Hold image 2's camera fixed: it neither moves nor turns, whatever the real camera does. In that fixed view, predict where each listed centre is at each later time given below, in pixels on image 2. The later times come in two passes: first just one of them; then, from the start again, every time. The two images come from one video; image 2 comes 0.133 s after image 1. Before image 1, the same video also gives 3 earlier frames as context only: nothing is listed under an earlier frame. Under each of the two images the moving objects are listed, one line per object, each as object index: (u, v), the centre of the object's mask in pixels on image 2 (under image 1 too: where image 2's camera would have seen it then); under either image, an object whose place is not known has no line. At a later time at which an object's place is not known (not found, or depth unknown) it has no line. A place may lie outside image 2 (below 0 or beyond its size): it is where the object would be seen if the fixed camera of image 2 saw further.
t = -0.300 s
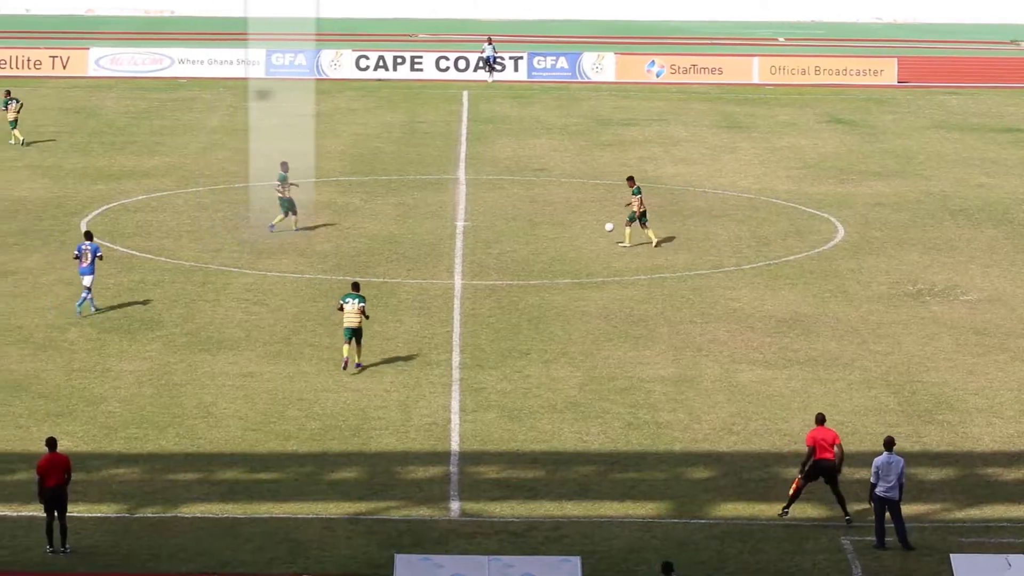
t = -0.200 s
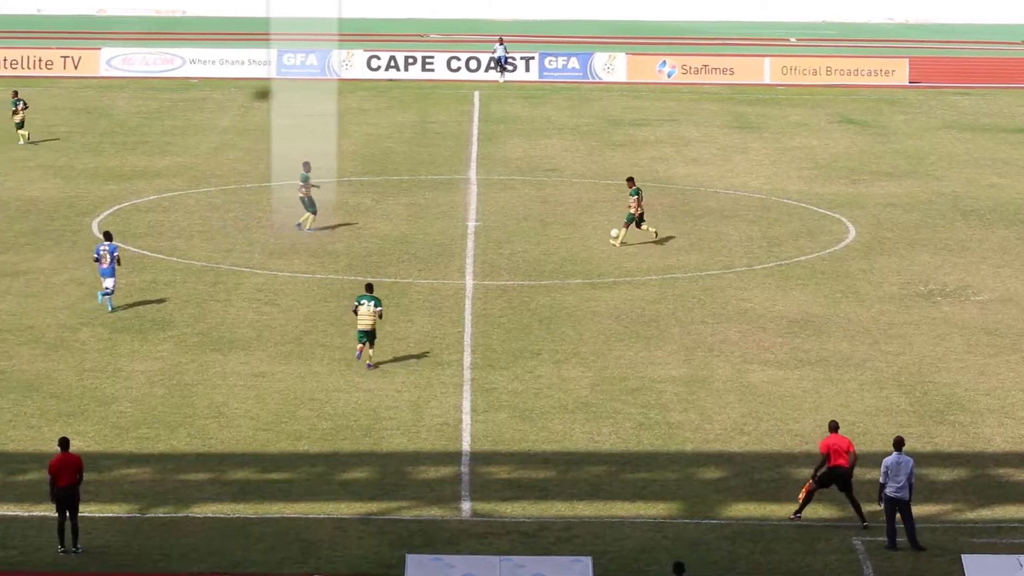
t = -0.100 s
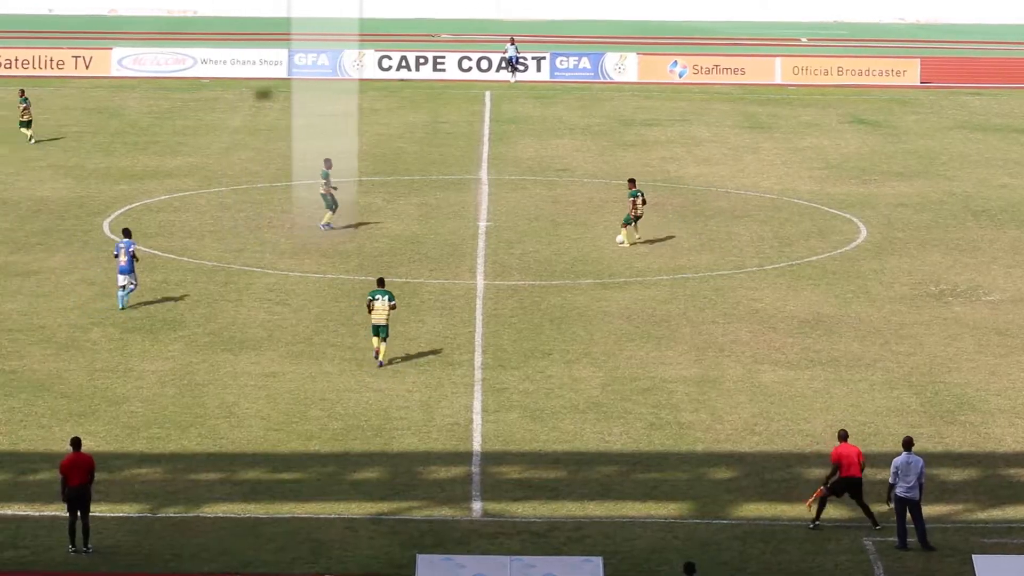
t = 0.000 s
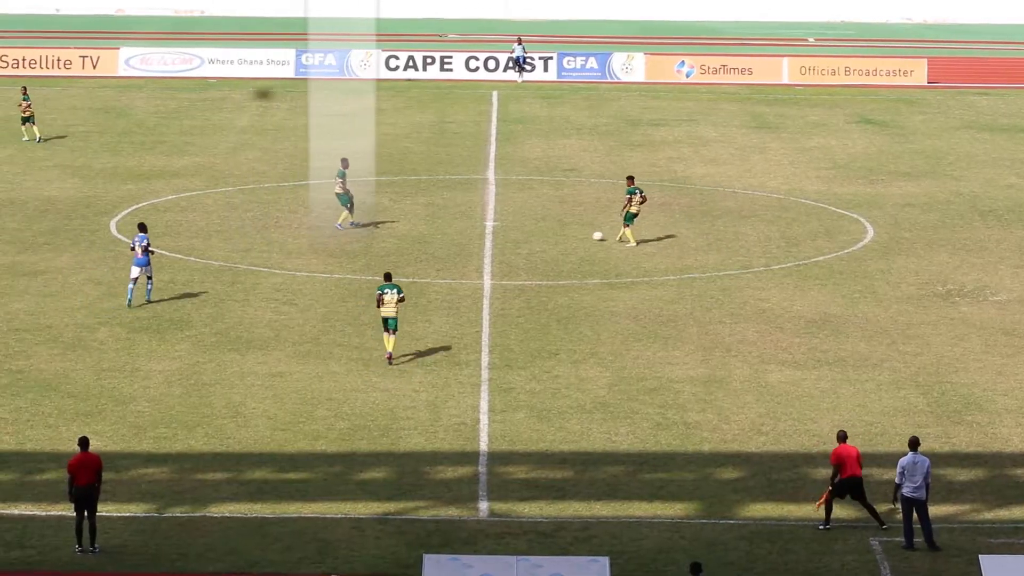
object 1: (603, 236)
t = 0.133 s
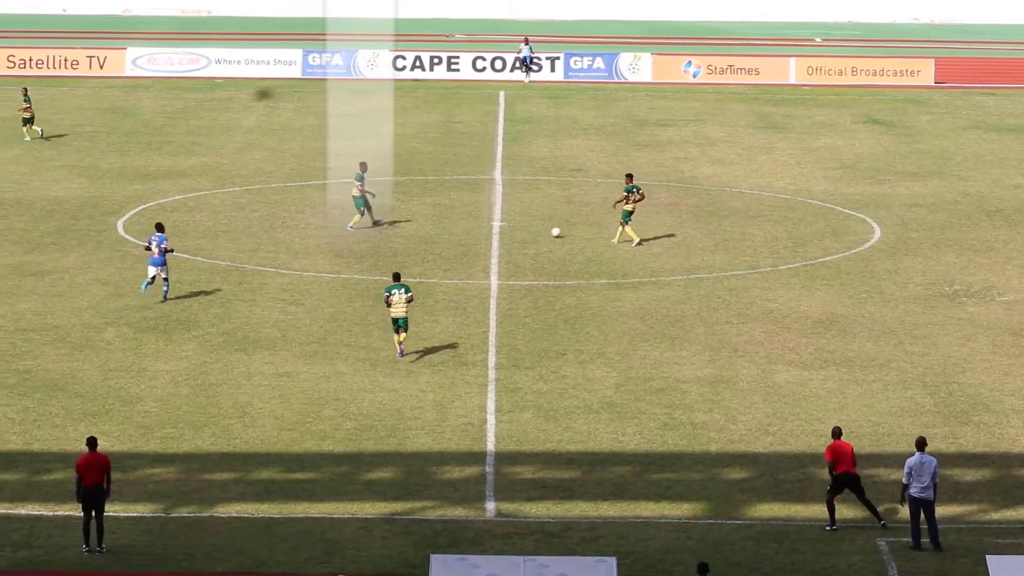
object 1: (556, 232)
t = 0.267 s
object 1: (506, 230)
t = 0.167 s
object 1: (541, 231)
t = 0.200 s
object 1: (527, 230)
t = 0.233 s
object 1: (520, 230)
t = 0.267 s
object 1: (506, 230)
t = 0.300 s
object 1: (494, 228)
